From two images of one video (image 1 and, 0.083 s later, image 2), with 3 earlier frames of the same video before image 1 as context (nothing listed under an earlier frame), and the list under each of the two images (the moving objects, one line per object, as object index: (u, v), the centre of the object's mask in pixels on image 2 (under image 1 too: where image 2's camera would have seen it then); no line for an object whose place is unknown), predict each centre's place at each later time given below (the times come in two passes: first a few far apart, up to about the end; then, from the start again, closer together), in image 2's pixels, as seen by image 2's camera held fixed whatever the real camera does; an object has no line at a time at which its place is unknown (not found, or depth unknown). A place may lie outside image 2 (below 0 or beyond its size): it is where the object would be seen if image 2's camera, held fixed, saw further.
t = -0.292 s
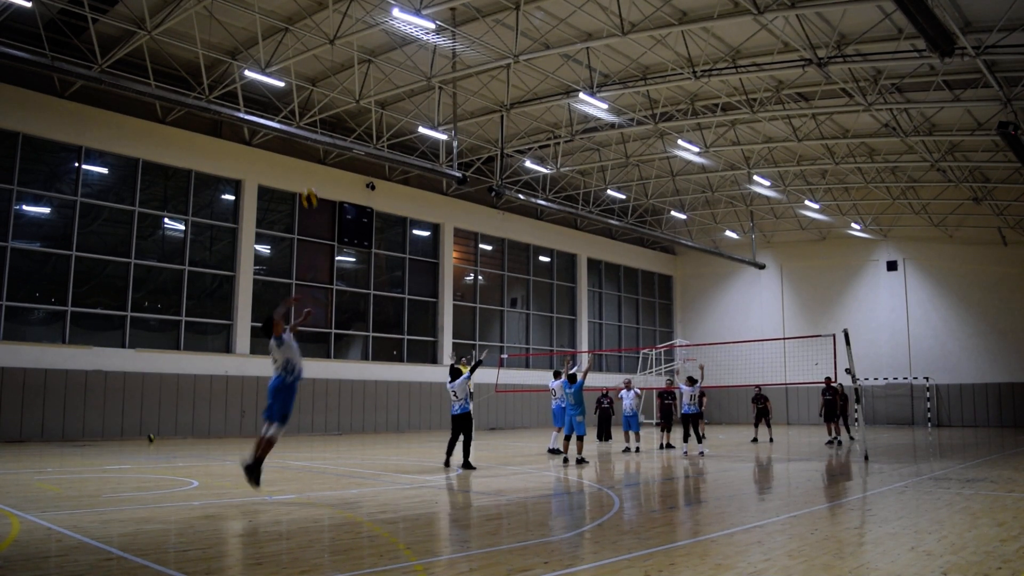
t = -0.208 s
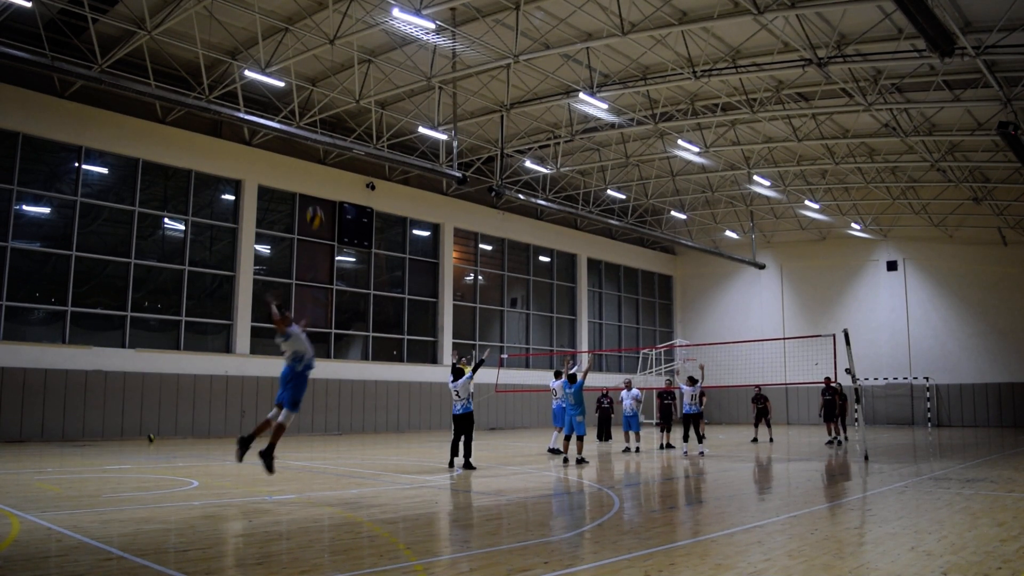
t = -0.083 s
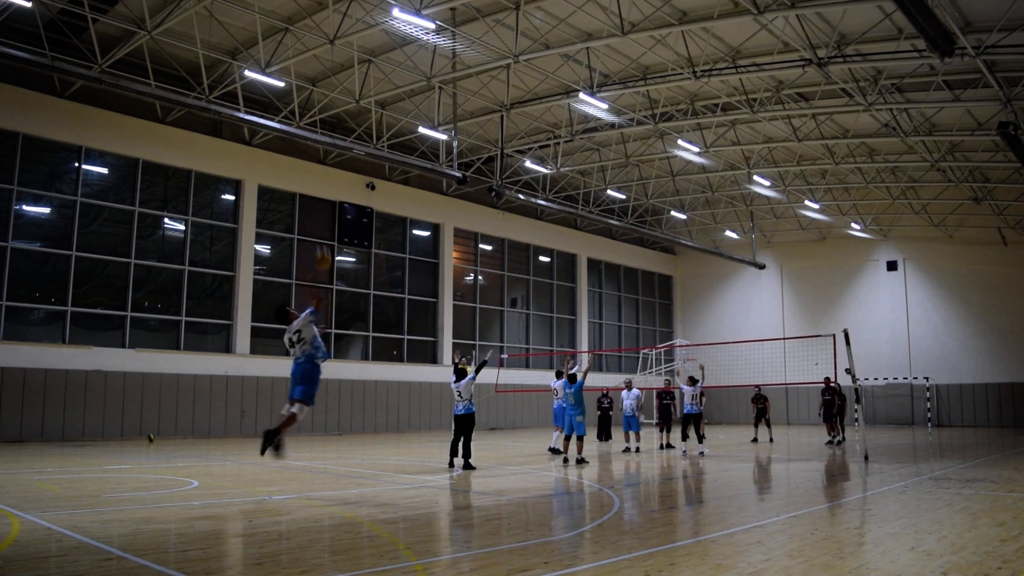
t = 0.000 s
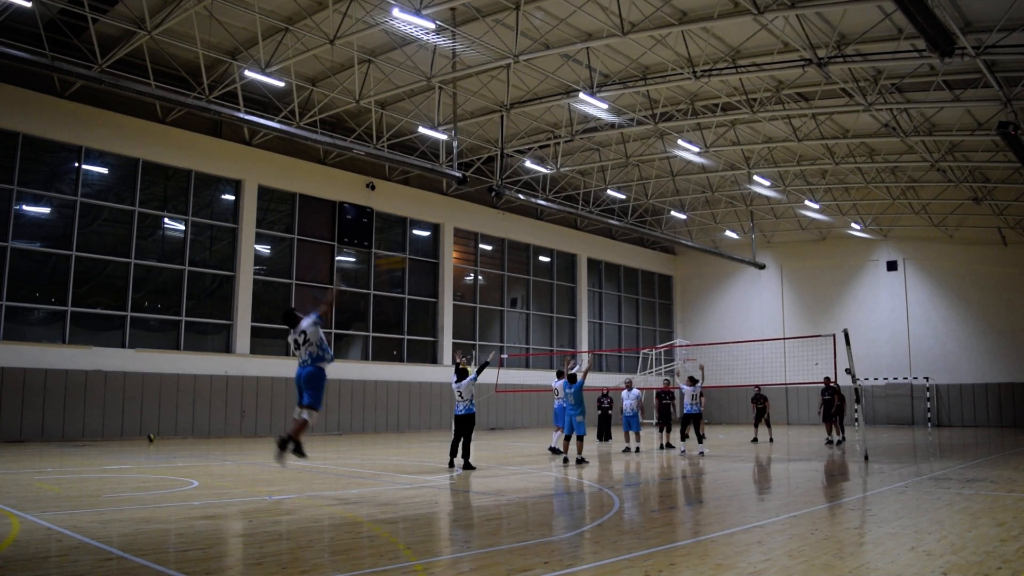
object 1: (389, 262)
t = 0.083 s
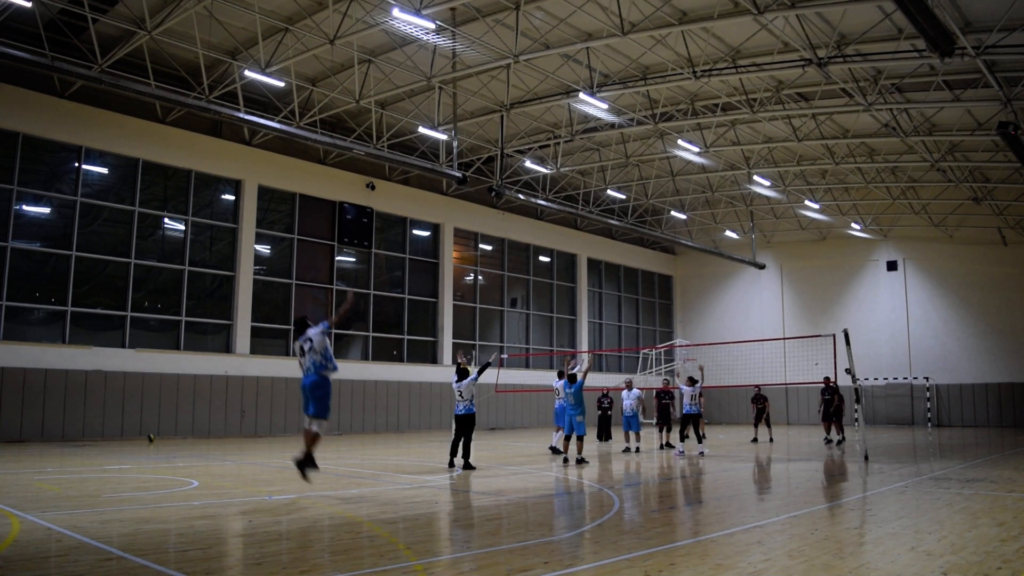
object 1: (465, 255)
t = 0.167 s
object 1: (527, 261)
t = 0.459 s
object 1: (688, 296)
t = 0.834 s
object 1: (771, 358)
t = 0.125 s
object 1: (504, 259)
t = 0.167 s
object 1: (527, 261)
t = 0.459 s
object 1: (688, 296)
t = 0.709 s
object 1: (771, 341)
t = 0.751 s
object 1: (771, 346)
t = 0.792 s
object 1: (771, 352)
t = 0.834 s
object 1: (771, 358)
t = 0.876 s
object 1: (770, 365)
